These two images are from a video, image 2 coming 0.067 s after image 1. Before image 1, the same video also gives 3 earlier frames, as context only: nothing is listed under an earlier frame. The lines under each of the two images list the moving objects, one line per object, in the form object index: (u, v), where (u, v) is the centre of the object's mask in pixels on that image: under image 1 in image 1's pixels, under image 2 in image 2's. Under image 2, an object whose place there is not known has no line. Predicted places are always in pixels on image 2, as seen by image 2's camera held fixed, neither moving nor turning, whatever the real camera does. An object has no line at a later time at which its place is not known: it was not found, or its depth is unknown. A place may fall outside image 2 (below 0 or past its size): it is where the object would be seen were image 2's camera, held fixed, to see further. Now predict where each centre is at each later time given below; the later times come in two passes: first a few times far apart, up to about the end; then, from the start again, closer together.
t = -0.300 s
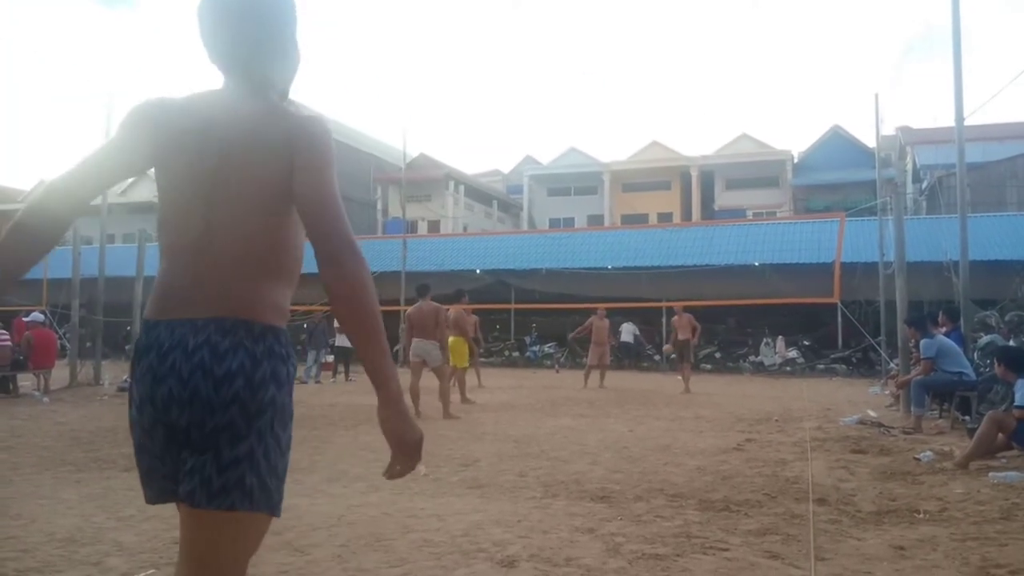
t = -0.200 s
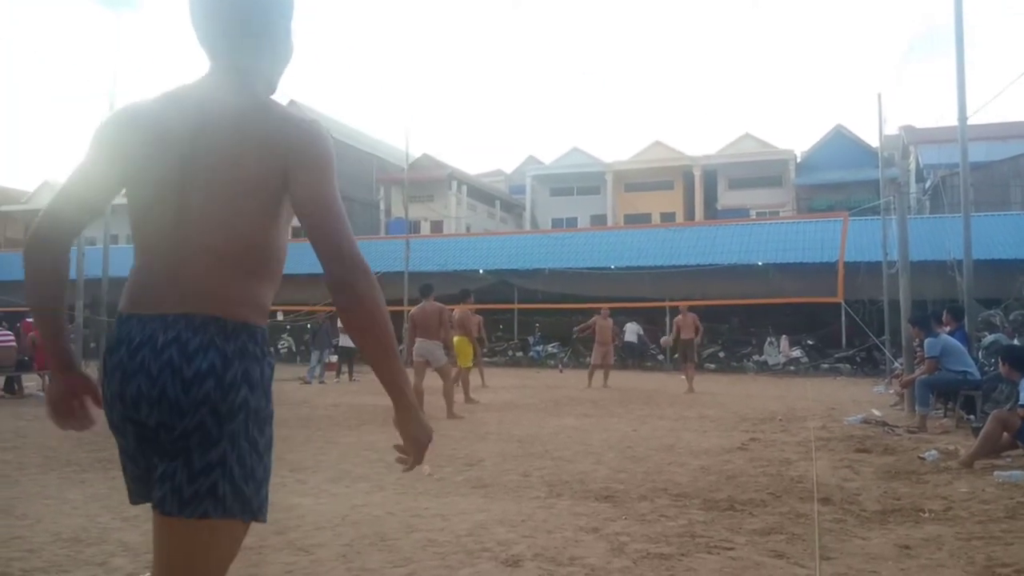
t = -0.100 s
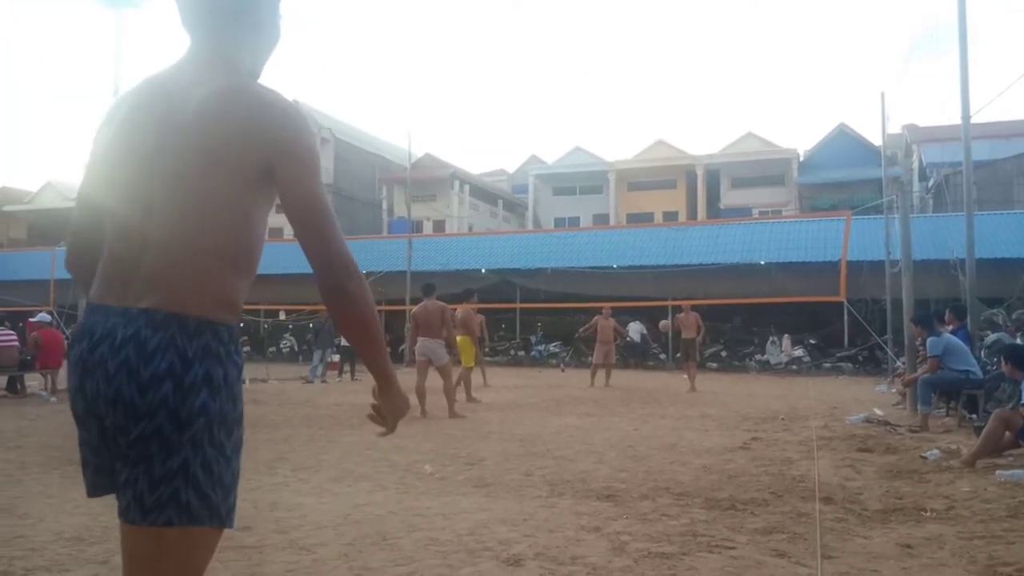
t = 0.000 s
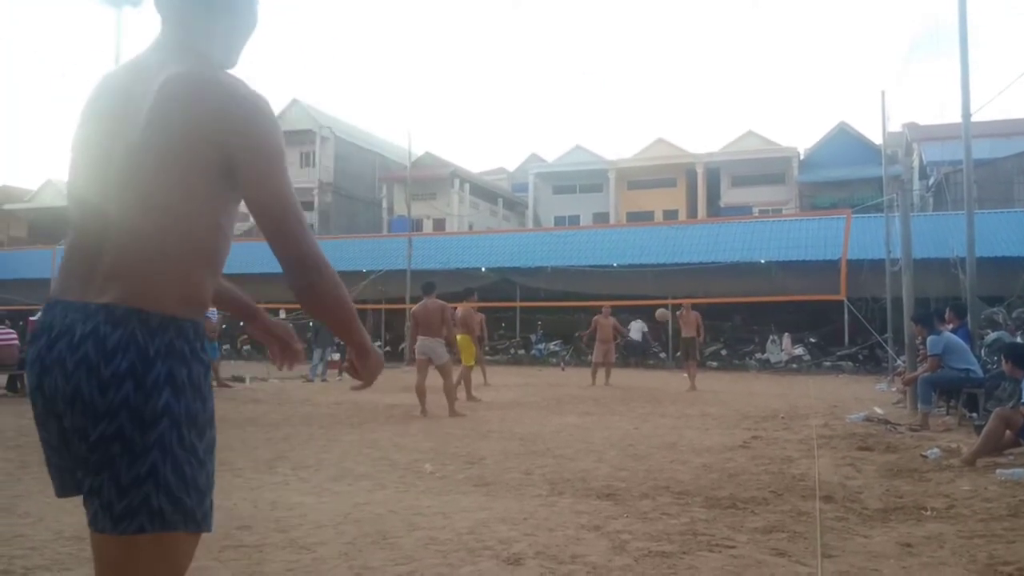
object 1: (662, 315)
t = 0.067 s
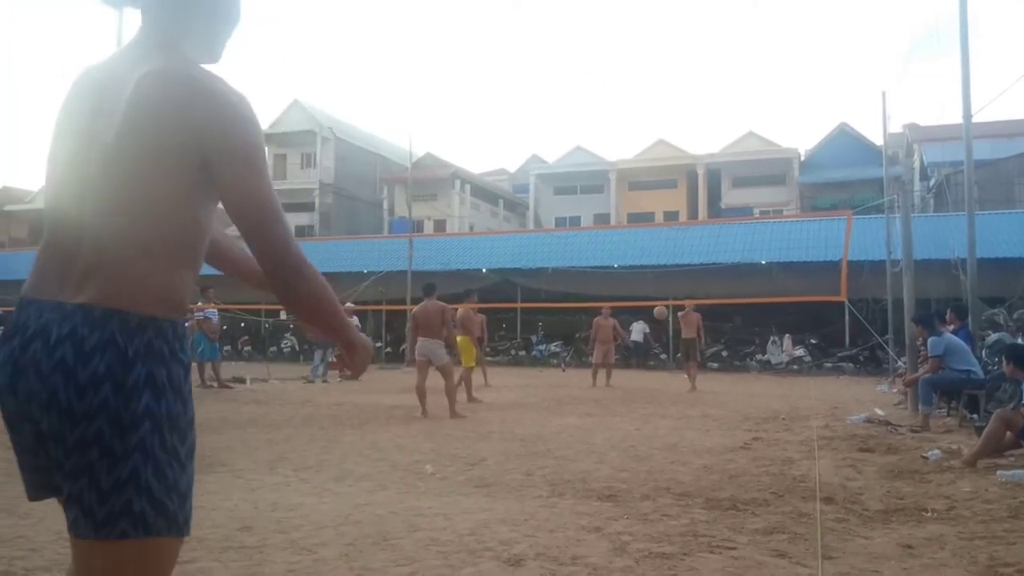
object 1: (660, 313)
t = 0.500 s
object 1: (644, 376)
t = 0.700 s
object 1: (635, 387)
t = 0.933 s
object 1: (618, 347)
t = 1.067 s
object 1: (607, 349)
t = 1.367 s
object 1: (582, 449)
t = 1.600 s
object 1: (559, 412)
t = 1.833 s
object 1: (528, 430)
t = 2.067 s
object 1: (479, 518)
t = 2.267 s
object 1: (412, 503)
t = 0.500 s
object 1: (644, 376)
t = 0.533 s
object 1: (642, 390)
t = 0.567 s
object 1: (640, 405)
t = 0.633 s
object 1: (638, 405)
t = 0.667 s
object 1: (636, 396)
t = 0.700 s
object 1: (635, 387)
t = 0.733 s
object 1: (632, 377)
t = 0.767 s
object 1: (630, 369)
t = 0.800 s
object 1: (628, 363)
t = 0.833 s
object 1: (625, 358)
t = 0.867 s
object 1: (623, 353)
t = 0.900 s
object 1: (621, 350)
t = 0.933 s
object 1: (618, 347)
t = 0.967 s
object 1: (616, 346)
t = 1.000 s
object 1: (614, 345)
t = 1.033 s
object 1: (612, 345)
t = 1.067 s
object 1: (607, 349)
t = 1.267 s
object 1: (592, 397)
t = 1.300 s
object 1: (588, 411)
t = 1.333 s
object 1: (585, 429)
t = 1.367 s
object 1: (582, 449)
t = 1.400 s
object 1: (579, 466)
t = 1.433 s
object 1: (575, 453)
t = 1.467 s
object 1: (572, 442)
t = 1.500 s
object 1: (569, 433)
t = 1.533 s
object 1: (566, 424)
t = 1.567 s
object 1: (562, 417)
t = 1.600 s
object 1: (559, 412)
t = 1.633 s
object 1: (555, 408)
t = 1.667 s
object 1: (551, 407)
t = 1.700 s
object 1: (547, 407)
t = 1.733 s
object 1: (543, 409)
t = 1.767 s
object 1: (538, 413)
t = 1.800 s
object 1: (533, 420)
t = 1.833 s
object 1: (528, 430)
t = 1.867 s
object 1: (522, 443)
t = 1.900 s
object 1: (516, 459)
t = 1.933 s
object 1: (510, 479)
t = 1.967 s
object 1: (502, 504)
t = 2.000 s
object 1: (495, 534)
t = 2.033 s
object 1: (487, 530)
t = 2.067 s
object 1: (479, 518)
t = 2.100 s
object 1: (470, 509)
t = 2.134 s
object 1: (461, 502)
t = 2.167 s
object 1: (451, 497)
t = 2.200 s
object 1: (439, 496)
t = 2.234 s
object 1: (426, 497)
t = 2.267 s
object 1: (412, 503)
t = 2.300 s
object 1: (398, 514)
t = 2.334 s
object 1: (381, 529)
